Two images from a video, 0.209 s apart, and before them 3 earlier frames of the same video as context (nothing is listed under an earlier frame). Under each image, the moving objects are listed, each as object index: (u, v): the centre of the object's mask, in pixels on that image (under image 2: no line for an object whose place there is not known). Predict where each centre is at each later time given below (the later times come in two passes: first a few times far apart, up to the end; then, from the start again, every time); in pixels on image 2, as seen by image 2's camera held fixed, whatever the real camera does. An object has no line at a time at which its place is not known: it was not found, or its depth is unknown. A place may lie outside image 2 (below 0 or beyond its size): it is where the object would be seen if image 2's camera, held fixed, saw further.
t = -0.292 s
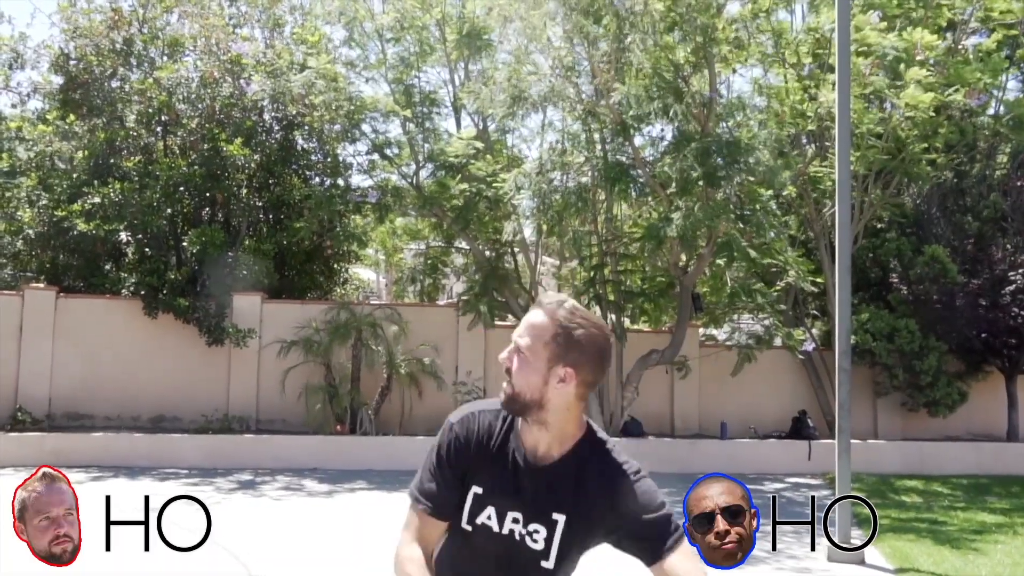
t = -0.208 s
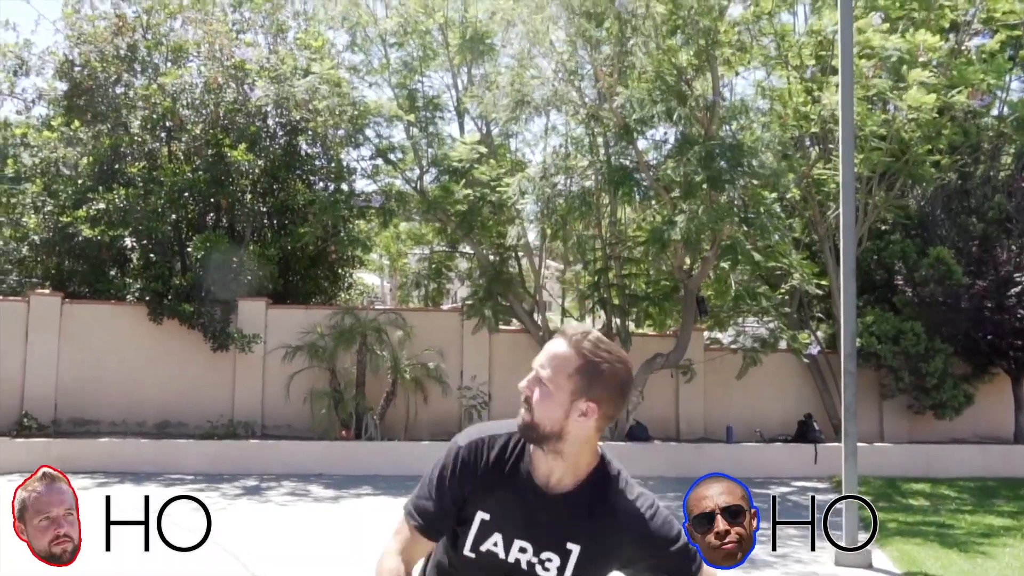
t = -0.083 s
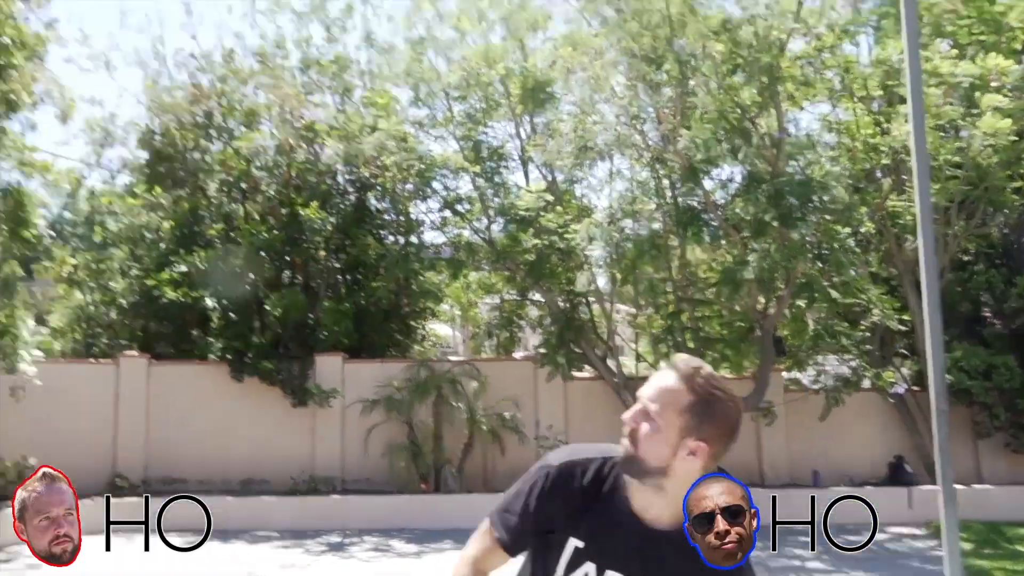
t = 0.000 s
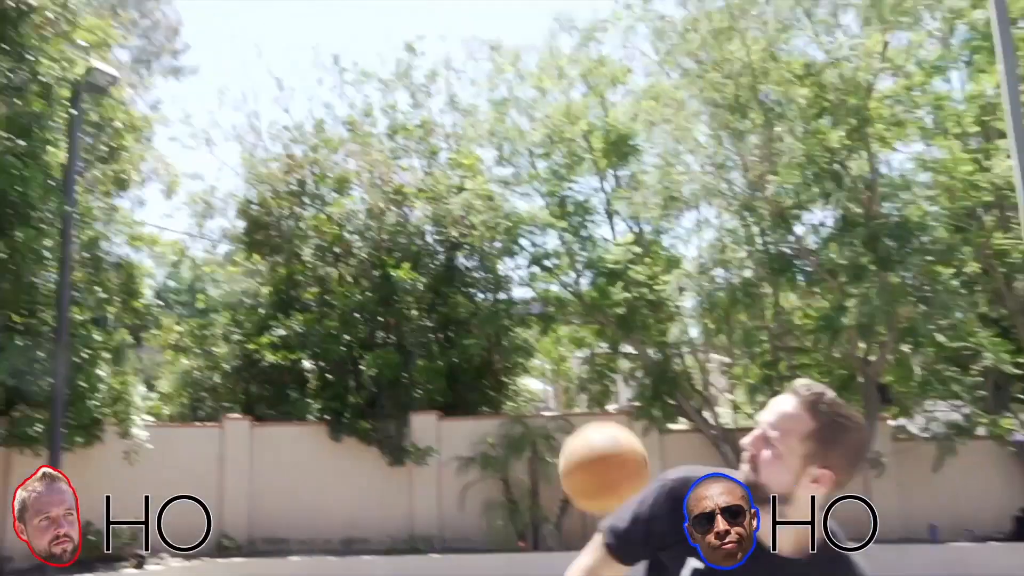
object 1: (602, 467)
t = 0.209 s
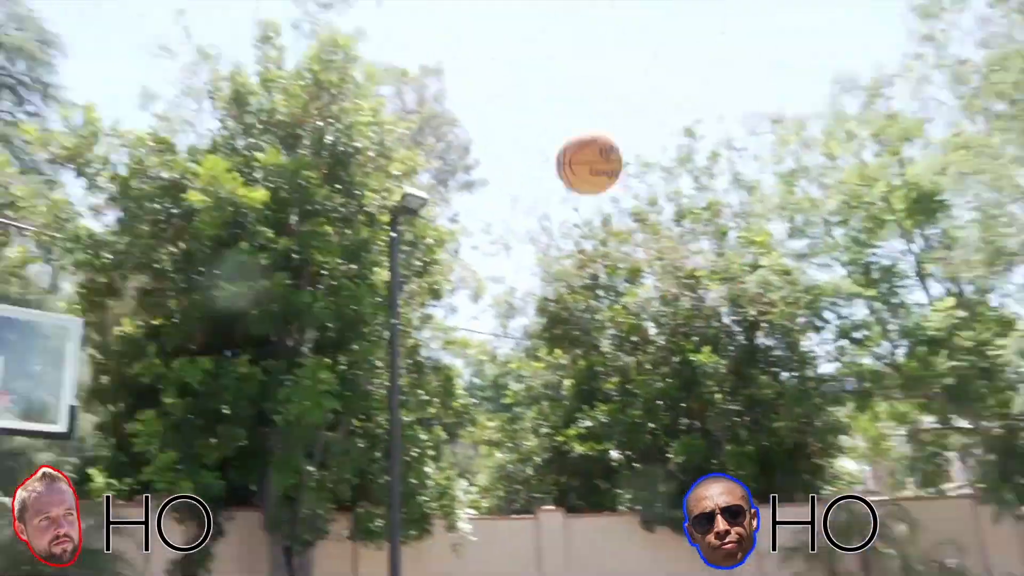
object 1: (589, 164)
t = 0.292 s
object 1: (505, 95)
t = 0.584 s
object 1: (307, 24)
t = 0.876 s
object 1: (180, 94)
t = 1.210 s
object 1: (68, 272)
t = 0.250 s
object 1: (544, 126)
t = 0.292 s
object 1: (505, 95)
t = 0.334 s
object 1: (469, 71)
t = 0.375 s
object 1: (436, 53)
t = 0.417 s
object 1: (406, 39)
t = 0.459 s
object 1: (379, 30)
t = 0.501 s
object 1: (353, 25)
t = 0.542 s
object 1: (330, 24)
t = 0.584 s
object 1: (307, 24)
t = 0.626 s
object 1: (286, 29)
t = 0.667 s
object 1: (266, 35)
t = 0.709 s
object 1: (247, 42)
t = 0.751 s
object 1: (229, 53)
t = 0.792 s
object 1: (212, 66)
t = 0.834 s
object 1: (196, 78)
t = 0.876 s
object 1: (180, 94)
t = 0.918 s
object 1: (164, 112)
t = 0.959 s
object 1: (150, 130)
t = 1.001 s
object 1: (136, 150)
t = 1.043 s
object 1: (123, 171)
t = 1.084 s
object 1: (108, 195)
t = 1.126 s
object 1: (95, 219)
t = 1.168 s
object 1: (81, 245)
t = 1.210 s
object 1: (68, 272)
